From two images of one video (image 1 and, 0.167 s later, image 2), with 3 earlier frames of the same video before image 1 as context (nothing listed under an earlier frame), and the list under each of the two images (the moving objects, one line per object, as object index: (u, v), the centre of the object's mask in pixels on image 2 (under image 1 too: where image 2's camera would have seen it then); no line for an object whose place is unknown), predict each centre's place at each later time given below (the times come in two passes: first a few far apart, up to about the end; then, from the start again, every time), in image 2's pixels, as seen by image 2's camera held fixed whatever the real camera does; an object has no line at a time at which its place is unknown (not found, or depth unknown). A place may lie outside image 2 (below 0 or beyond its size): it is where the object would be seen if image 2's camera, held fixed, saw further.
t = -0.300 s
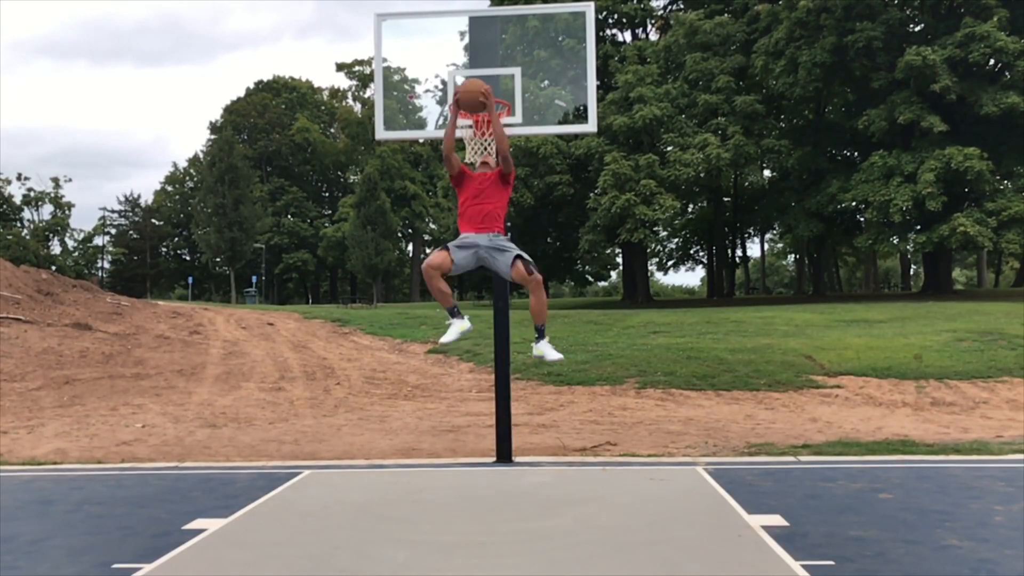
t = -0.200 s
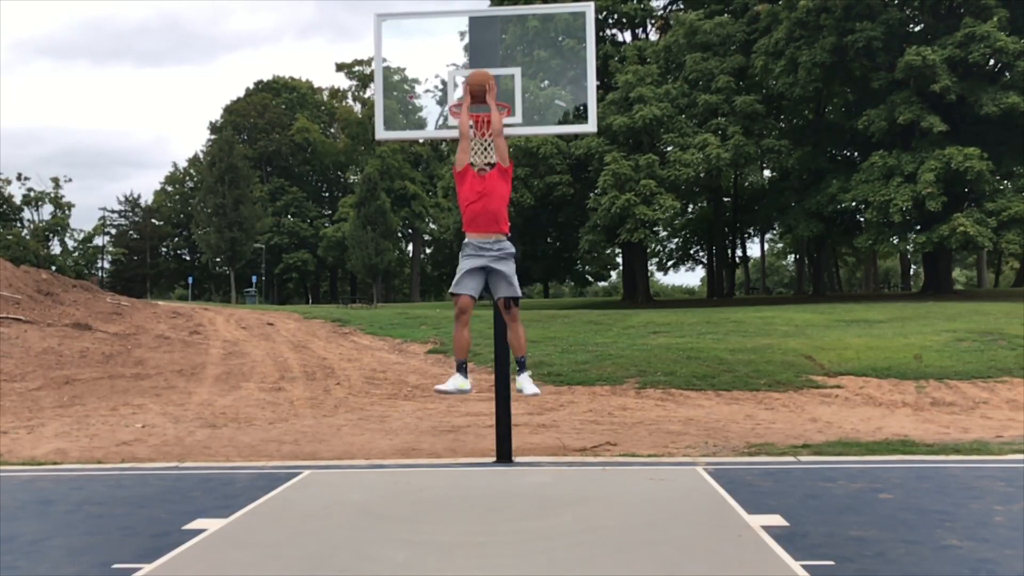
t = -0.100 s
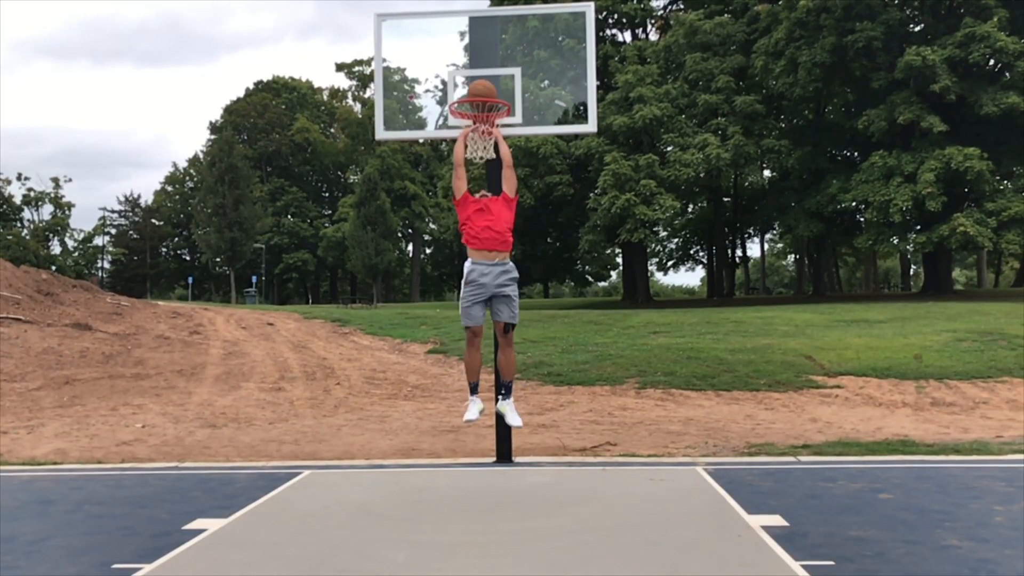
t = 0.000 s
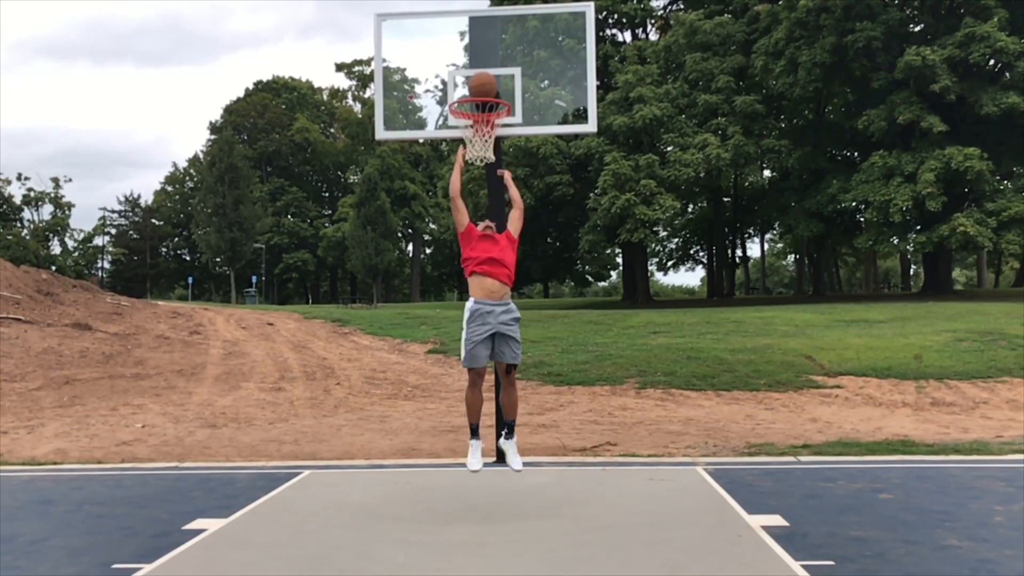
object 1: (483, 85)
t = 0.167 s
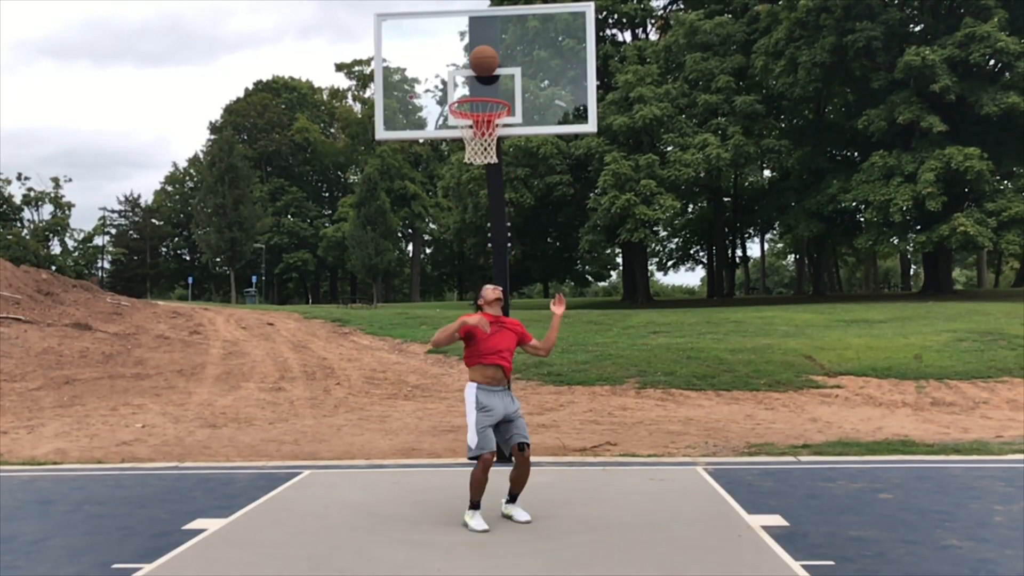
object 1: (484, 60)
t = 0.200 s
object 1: (484, 59)
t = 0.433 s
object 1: (484, 66)
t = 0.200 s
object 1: (484, 59)
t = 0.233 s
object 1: (484, 57)
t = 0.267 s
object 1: (484, 56)
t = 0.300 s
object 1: (484, 55)
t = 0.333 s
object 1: (484, 56)
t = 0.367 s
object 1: (485, 58)
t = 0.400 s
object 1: (484, 61)
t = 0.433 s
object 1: (484, 66)
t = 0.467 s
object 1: (485, 72)
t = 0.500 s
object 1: (485, 79)
